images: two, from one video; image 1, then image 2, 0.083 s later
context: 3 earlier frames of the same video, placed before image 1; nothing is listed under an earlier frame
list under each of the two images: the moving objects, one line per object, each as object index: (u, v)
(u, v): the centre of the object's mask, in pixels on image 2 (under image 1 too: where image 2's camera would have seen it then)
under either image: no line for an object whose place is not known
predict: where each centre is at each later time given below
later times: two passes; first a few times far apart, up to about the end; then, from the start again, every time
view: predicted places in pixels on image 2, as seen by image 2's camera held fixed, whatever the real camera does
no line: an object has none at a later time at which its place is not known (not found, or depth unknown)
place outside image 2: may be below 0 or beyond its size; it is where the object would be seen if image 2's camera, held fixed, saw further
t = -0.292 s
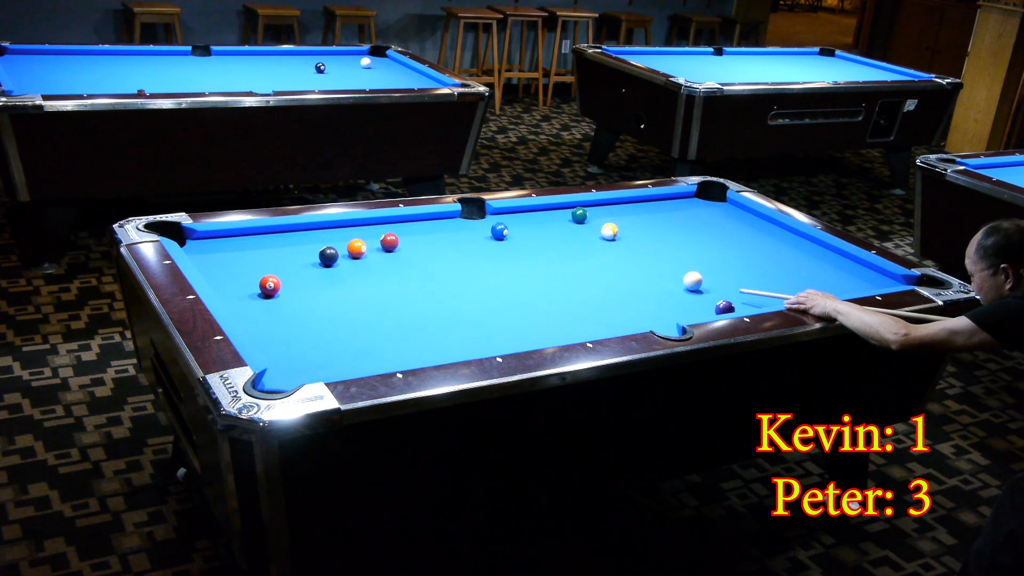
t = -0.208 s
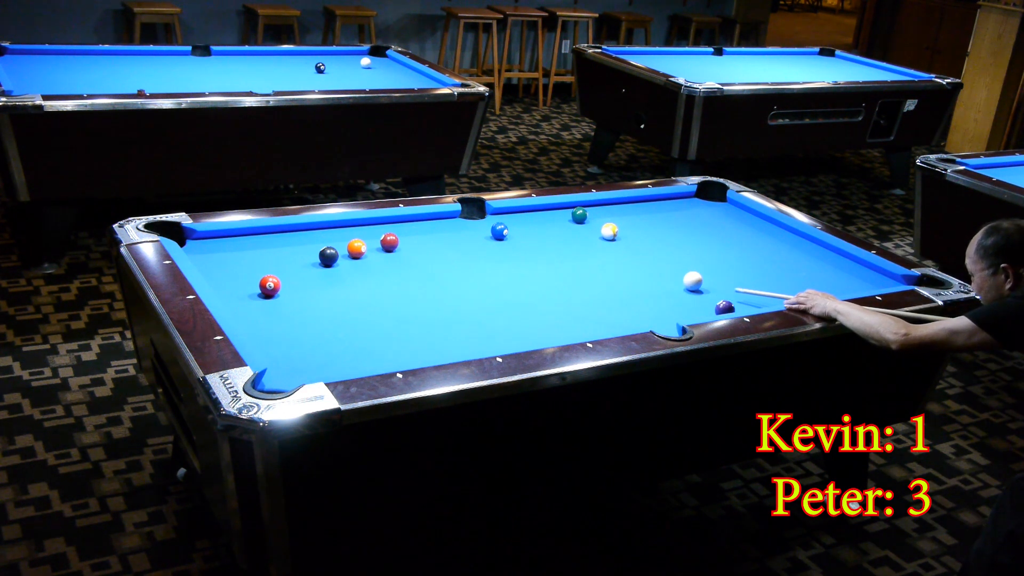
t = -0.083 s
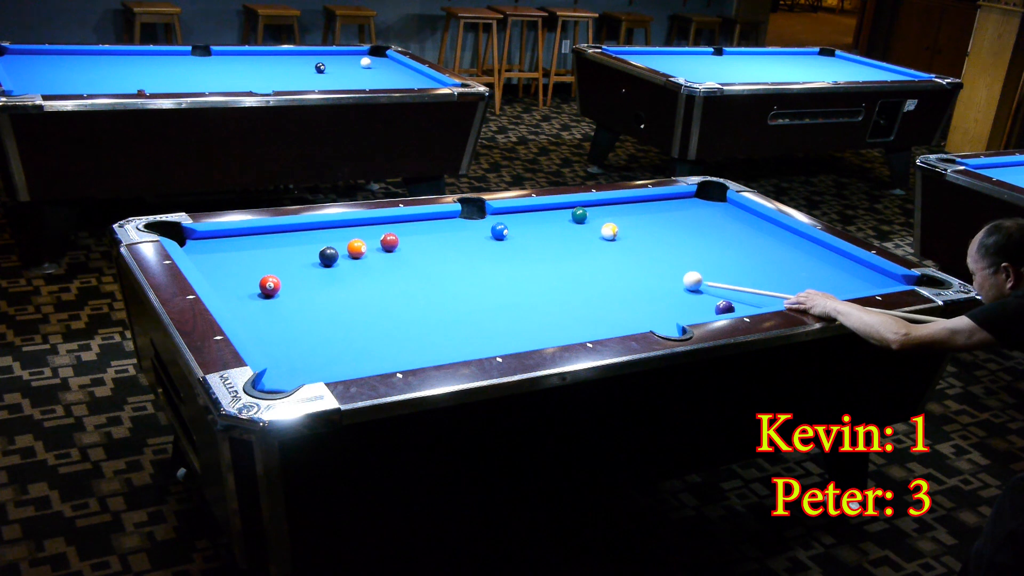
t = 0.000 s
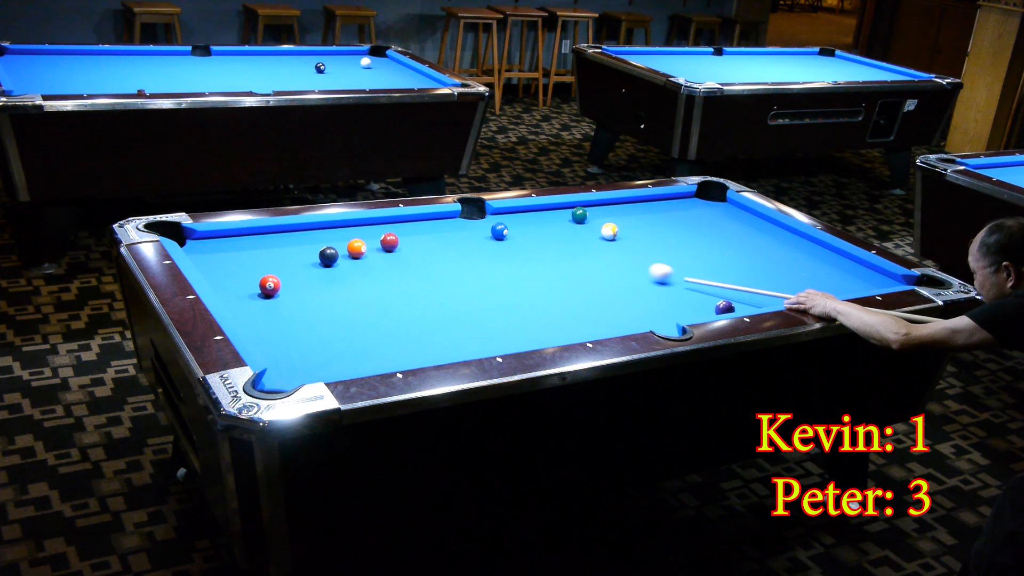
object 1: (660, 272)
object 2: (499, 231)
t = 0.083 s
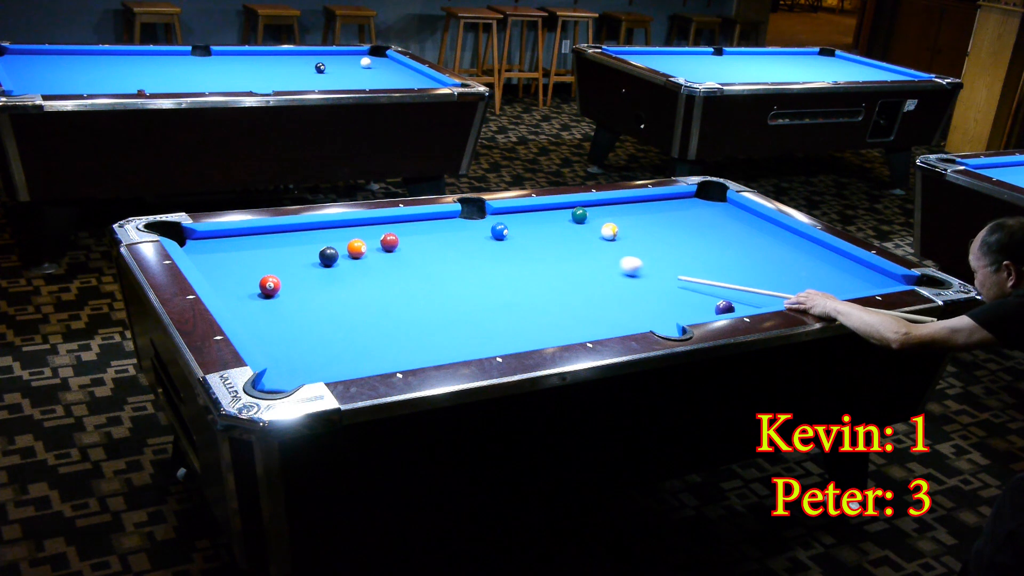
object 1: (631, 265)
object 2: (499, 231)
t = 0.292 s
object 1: (572, 251)
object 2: (499, 231)
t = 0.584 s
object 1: (502, 236)
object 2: (493, 227)
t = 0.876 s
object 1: (457, 234)
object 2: (471, 215)
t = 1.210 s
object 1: (409, 231)
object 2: (486, 212)
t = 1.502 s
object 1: (368, 229)
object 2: (493, 214)
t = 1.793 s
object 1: (330, 227)
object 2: (497, 216)
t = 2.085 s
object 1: (303, 229)
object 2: (500, 218)
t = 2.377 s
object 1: (284, 233)
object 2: (501, 219)
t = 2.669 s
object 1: (267, 237)
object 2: (502, 220)
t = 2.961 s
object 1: (251, 241)
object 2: (502, 220)
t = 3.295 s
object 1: (238, 245)
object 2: (502, 220)
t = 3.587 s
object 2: (502, 220)
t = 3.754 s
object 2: (502, 220)
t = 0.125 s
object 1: (617, 262)
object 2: (499, 231)
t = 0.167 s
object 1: (606, 259)
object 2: (499, 231)
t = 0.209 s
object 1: (595, 256)
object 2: (499, 231)
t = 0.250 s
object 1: (583, 254)
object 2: (499, 231)
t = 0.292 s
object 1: (572, 251)
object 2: (499, 231)
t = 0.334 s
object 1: (561, 249)
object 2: (499, 231)
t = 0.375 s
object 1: (550, 246)
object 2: (499, 231)
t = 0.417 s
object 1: (539, 243)
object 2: (499, 231)
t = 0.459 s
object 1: (529, 241)
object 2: (499, 231)
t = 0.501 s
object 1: (518, 238)
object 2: (499, 231)
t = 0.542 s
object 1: (508, 236)
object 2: (497, 229)
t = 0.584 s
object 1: (502, 236)
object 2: (493, 227)
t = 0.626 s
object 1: (496, 236)
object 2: (490, 224)
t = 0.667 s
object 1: (490, 235)
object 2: (487, 222)
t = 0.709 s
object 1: (483, 235)
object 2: (484, 220)
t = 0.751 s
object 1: (476, 235)
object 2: (481, 220)
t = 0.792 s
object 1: (470, 235)
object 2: (477, 218)
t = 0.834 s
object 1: (464, 234)
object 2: (474, 216)
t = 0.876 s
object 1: (457, 234)
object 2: (471, 215)
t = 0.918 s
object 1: (451, 234)
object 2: (469, 214)
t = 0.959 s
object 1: (445, 233)
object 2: (471, 213)
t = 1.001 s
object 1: (439, 233)
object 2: (474, 213)
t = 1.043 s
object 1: (433, 233)
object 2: (477, 213)
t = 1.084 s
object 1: (427, 232)
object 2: (479, 213)
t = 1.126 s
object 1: (420, 232)
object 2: (481, 212)
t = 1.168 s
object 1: (415, 232)
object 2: (484, 212)
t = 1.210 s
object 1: (409, 231)
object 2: (486, 212)
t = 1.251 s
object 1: (403, 231)
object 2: (488, 211)
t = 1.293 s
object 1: (398, 230)
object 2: (490, 212)
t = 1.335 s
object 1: (391, 228)
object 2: (491, 212)
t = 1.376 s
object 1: (384, 228)
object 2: (492, 213)
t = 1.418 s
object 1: (379, 229)
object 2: (492, 213)
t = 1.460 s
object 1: (374, 230)
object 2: (493, 213)
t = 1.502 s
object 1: (368, 229)
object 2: (493, 214)
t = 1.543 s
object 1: (363, 229)
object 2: (494, 214)
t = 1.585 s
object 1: (357, 229)
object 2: (495, 215)
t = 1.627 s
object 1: (352, 228)
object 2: (495, 215)
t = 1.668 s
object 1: (346, 228)
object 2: (495, 215)
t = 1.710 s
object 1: (341, 228)
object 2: (496, 216)
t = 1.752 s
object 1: (335, 228)
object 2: (497, 216)
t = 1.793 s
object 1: (330, 227)
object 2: (497, 216)
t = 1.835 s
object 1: (325, 227)
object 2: (498, 217)
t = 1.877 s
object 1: (320, 227)
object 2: (498, 217)
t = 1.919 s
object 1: (315, 227)
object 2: (498, 217)
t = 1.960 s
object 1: (312, 227)
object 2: (499, 217)
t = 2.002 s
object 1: (309, 228)
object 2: (499, 218)
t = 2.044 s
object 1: (306, 229)
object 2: (500, 218)
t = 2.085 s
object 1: (303, 229)
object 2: (500, 218)
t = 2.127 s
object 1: (300, 230)
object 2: (500, 218)
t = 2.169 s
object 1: (298, 231)
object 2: (500, 218)
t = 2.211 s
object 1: (295, 231)
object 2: (501, 219)
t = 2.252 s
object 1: (292, 232)
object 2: (501, 219)
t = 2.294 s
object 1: (289, 232)
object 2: (501, 219)
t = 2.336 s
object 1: (287, 233)
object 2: (501, 219)
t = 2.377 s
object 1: (284, 233)
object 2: (501, 219)
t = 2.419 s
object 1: (281, 234)
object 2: (501, 219)
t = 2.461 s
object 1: (279, 235)
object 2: (501, 219)
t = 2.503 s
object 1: (276, 235)
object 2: (501, 219)
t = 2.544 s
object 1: (274, 236)
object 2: (501, 220)
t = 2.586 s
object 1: (271, 236)
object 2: (502, 220)
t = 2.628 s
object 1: (269, 237)
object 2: (502, 220)
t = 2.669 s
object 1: (267, 237)
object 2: (502, 220)
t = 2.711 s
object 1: (264, 238)
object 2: (502, 220)
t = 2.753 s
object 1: (262, 238)
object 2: (502, 220)
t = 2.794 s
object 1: (260, 239)
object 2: (502, 220)
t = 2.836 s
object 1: (258, 240)
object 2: (502, 220)
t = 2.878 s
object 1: (255, 240)
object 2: (502, 220)
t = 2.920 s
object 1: (253, 240)
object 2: (502, 220)
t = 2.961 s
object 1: (251, 241)
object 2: (502, 220)
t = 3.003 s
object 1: (249, 241)
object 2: (502, 220)
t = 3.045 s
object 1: (248, 242)
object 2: (502, 220)
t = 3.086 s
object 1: (246, 242)
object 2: (502, 220)
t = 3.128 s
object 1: (244, 243)
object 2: (502, 220)
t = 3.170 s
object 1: (242, 243)
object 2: (502, 220)
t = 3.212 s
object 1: (241, 244)
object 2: (502, 220)
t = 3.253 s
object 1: (239, 244)
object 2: (502, 220)
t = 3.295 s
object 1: (238, 245)
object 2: (502, 220)
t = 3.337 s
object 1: (236, 245)
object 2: (502, 220)
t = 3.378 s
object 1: (235, 246)
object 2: (502, 220)
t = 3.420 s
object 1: (233, 246)
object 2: (502, 220)
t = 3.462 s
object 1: (232, 246)
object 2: (502, 220)
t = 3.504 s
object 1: (231, 247)
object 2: (502, 220)
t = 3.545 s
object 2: (502, 220)
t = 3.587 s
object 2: (502, 220)
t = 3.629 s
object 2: (502, 220)
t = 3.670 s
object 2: (502, 220)
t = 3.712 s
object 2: (502, 220)
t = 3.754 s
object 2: (502, 220)
